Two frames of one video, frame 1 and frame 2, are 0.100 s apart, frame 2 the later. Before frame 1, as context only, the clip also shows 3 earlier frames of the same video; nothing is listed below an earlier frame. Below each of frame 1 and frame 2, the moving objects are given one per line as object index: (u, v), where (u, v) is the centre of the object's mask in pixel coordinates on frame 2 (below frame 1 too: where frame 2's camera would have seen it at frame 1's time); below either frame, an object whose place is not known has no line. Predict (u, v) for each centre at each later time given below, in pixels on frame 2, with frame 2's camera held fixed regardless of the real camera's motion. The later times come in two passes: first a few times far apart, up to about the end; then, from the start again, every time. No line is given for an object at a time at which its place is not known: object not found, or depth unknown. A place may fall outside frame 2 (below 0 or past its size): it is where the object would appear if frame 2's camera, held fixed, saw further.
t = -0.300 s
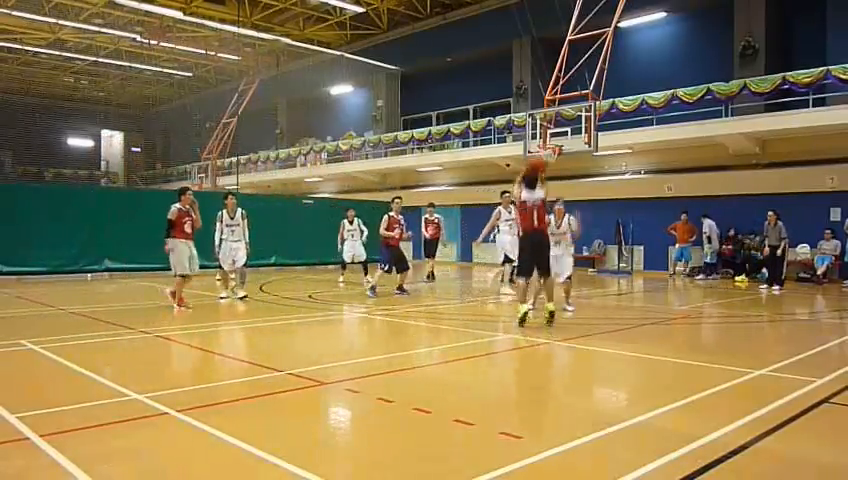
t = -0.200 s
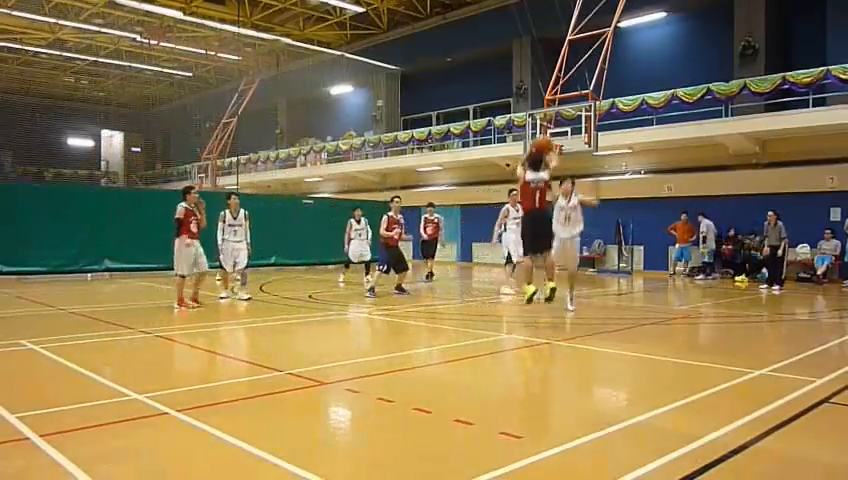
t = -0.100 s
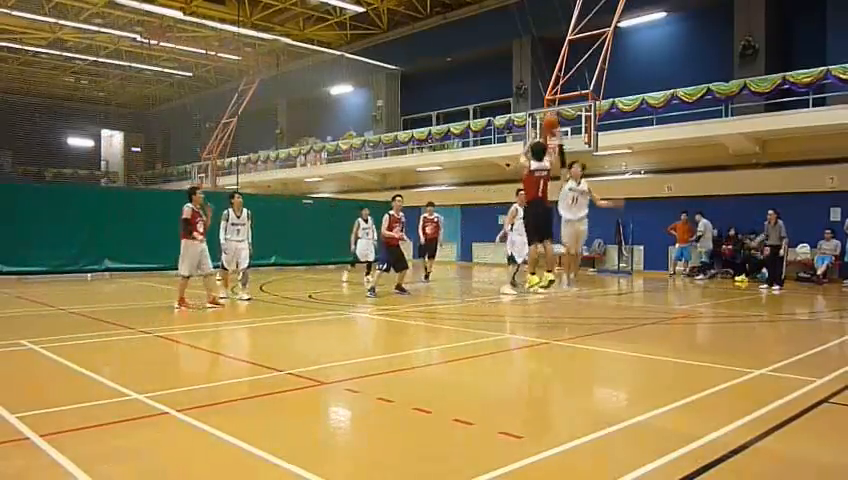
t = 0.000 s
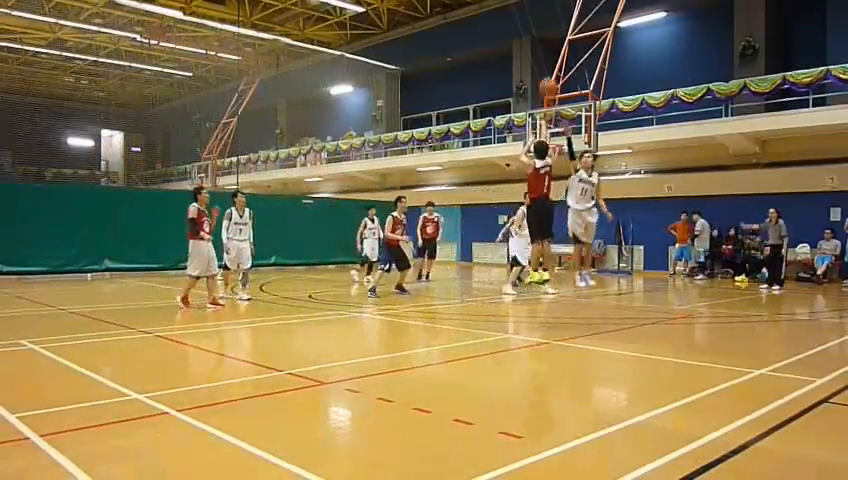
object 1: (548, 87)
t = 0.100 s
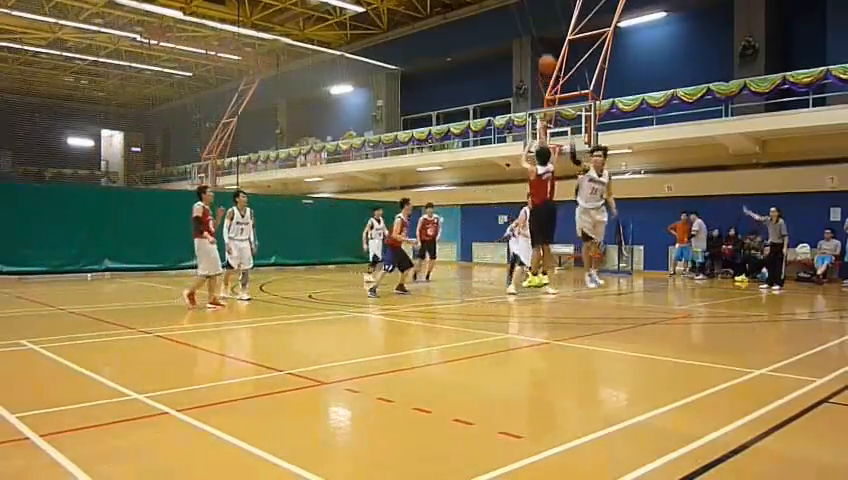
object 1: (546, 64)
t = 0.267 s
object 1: (545, 44)
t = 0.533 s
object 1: (543, 49)
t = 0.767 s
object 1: (542, 80)
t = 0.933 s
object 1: (546, 103)
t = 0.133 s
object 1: (547, 58)
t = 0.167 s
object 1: (546, 53)
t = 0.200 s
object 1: (546, 50)
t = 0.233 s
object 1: (546, 46)
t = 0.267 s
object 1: (545, 44)
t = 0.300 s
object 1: (545, 42)
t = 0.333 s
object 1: (545, 41)
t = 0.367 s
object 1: (544, 41)
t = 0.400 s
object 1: (544, 42)
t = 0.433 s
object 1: (544, 43)
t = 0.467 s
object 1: (544, 44)
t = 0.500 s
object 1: (544, 46)
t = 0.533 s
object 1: (543, 49)
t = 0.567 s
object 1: (543, 52)
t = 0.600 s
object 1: (543, 56)
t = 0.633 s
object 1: (543, 60)
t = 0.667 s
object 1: (542, 64)
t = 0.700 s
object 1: (542, 70)
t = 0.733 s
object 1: (543, 74)
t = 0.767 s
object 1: (542, 80)
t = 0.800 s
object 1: (541, 87)
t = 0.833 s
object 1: (540, 94)
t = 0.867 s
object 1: (540, 99)
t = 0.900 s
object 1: (542, 106)
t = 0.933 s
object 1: (546, 103)
